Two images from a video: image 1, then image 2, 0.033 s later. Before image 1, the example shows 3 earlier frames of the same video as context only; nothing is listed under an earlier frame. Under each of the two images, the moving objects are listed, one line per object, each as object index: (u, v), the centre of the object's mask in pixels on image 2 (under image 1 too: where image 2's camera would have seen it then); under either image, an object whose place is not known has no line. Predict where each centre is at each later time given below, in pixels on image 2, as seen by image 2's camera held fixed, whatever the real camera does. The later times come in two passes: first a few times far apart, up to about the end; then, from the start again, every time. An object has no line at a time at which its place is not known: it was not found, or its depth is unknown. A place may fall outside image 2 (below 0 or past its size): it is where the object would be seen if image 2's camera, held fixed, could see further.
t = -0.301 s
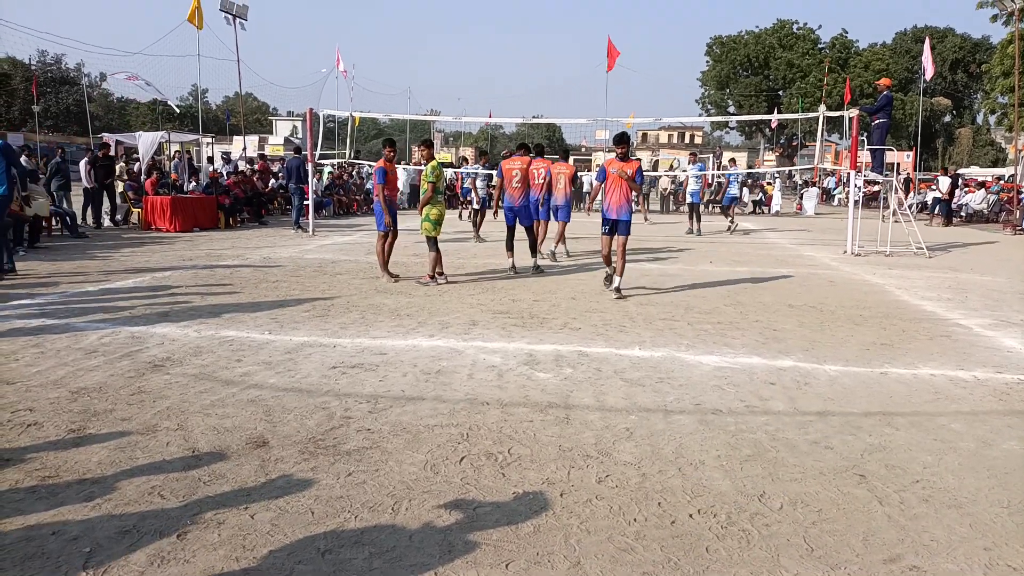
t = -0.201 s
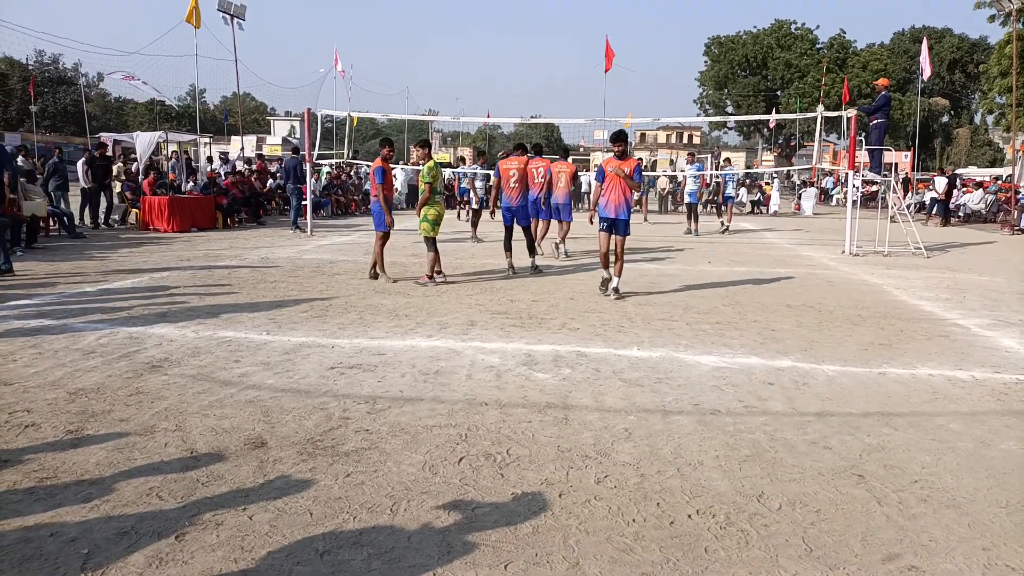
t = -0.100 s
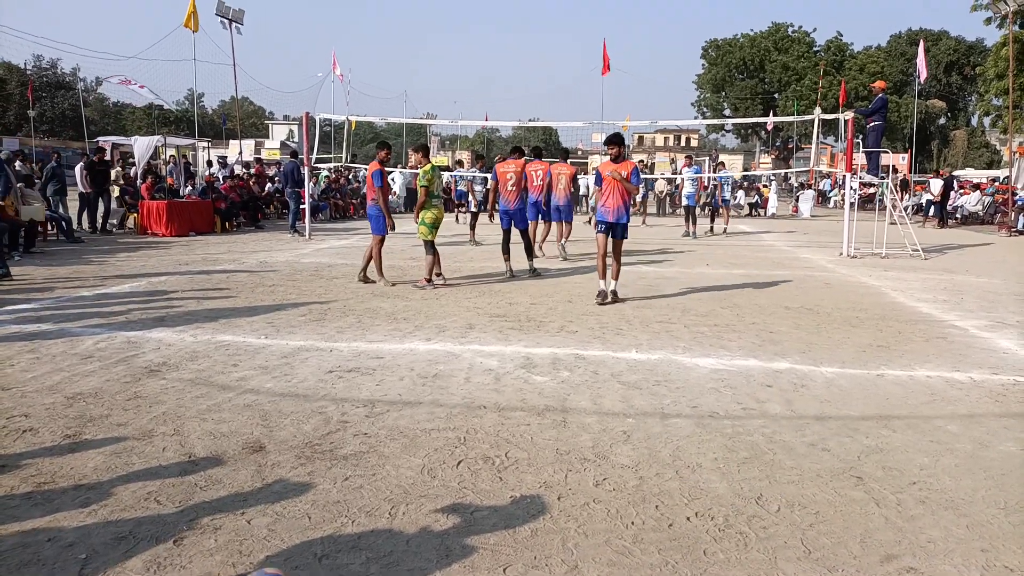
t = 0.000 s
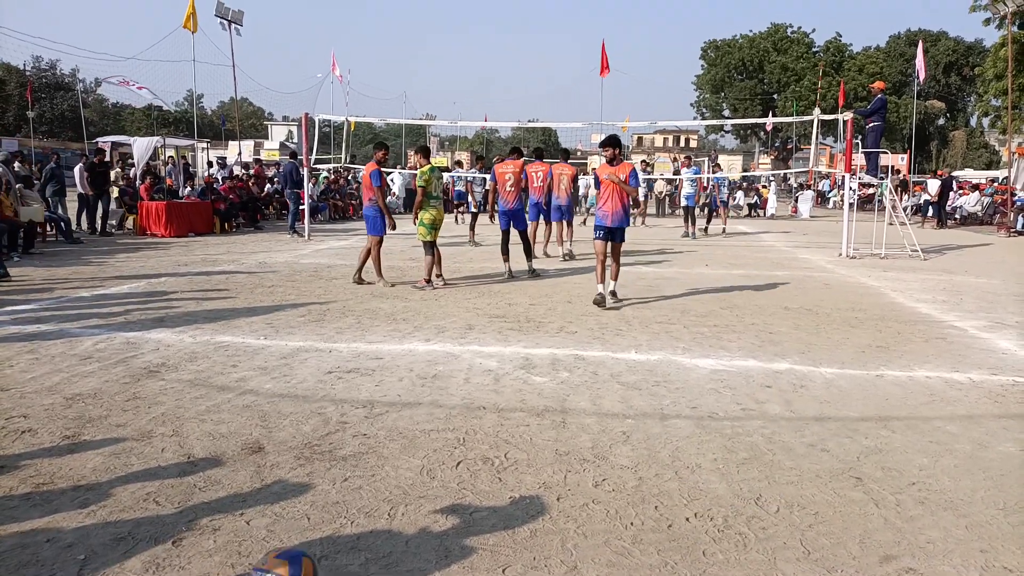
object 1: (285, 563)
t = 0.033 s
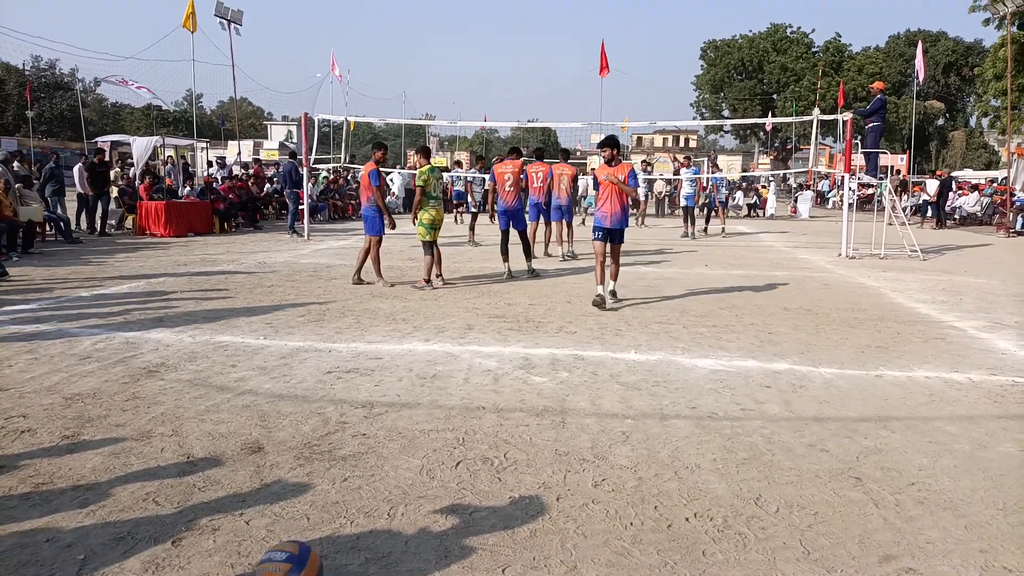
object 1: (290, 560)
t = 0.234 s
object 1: (319, 529)
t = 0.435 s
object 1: (345, 497)
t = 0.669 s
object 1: (369, 467)
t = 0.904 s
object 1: (383, 444)
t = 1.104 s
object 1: (392, 426)
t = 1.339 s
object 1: (401, 409)
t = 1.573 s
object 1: (407, 395)
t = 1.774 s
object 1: (411, 385)
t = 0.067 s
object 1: (295, 557)
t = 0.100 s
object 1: (300, 552)
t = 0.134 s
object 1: (304, 548)
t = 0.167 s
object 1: (310, 544)
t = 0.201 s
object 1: (314, 534)
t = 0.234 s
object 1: (319, 529)
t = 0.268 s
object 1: (324, 525)
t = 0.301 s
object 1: (329, 518)
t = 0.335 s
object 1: (333, 512)
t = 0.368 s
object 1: (337, 505)
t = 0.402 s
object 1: (341, 501)
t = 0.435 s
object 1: (345, 497)
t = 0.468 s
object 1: (349, 492)
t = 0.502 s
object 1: (352, 487)
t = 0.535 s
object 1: (356, 484)
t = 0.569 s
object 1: (359, 480)
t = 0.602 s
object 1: (362, 476)
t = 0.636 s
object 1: (366, 471)
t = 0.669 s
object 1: (369, 467)
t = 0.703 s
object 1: (371, 463)
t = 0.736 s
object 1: (373, 459)
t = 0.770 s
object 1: (376, 455)
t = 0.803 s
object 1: (378, 451)
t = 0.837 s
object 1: (380, 449)
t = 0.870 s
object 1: (381, 446)
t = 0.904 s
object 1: (383, 444)
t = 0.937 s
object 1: (384, 442)
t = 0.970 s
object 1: (386, 437)
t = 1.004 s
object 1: (387, 435)
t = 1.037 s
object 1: (389, 432)
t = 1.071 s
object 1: (391, 429)
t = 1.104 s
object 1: (392, 426)
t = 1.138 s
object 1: (394, 424)
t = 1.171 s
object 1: (395, 421)
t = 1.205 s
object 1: (397, 419)
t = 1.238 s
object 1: (398, 417)
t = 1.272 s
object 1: (399, 414)
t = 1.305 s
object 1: (400, 413)
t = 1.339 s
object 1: (401, 409)
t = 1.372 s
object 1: (403, 408)
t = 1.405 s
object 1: (403, 404)
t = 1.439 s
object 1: (404, 402)
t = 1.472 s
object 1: (405, 401)
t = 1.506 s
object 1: (406, 398)
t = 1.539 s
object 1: (406, 397)
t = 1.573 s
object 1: (407, 395)
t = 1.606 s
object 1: (408, 393)
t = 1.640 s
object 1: (409, 392)
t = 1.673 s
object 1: (409, 390)
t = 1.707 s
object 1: (410, 388)
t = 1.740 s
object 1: (411, 386)
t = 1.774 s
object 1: (411, 385)
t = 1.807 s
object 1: (412, 383)
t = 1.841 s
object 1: (413, 381)
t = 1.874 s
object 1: (414, 379)
